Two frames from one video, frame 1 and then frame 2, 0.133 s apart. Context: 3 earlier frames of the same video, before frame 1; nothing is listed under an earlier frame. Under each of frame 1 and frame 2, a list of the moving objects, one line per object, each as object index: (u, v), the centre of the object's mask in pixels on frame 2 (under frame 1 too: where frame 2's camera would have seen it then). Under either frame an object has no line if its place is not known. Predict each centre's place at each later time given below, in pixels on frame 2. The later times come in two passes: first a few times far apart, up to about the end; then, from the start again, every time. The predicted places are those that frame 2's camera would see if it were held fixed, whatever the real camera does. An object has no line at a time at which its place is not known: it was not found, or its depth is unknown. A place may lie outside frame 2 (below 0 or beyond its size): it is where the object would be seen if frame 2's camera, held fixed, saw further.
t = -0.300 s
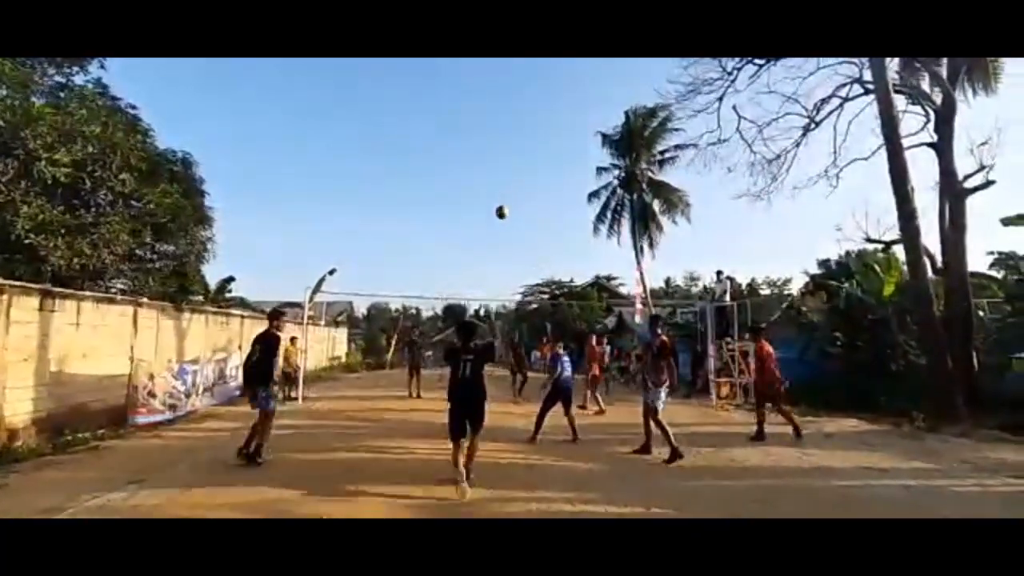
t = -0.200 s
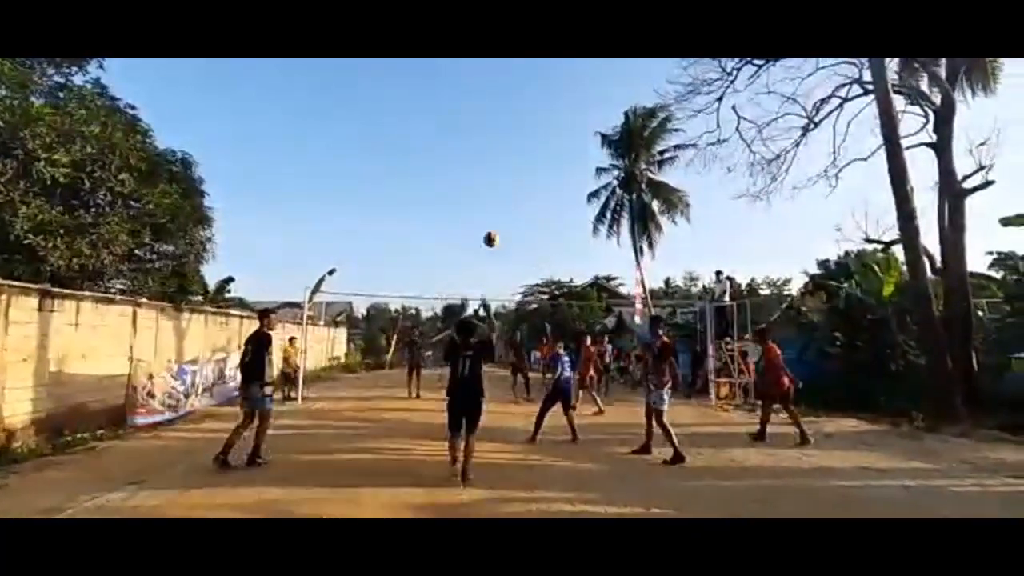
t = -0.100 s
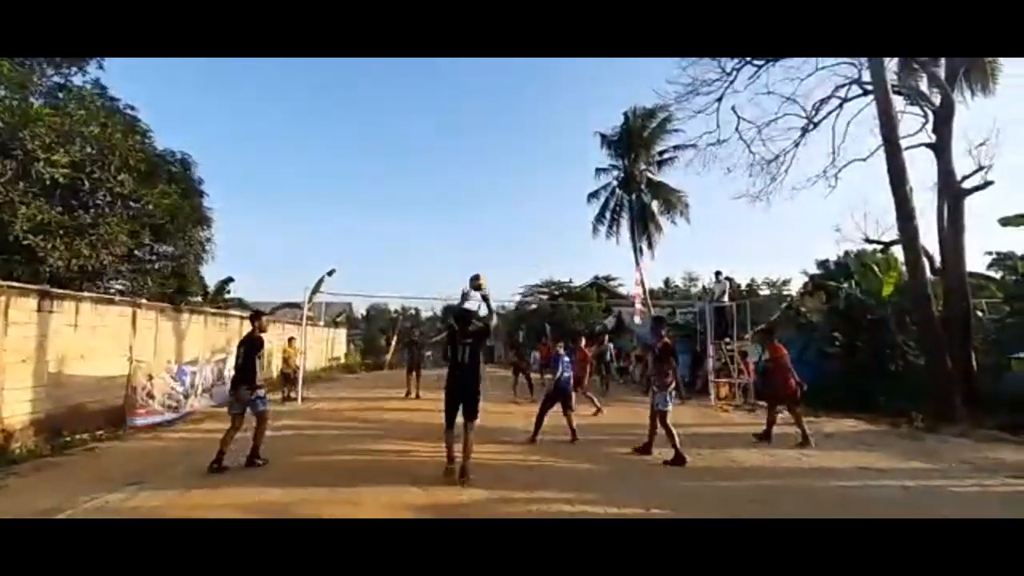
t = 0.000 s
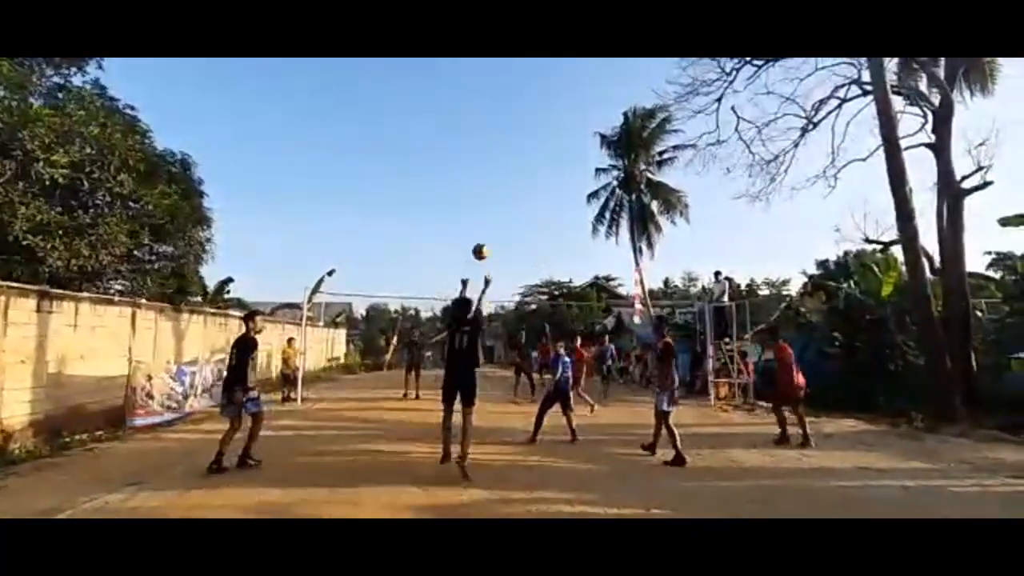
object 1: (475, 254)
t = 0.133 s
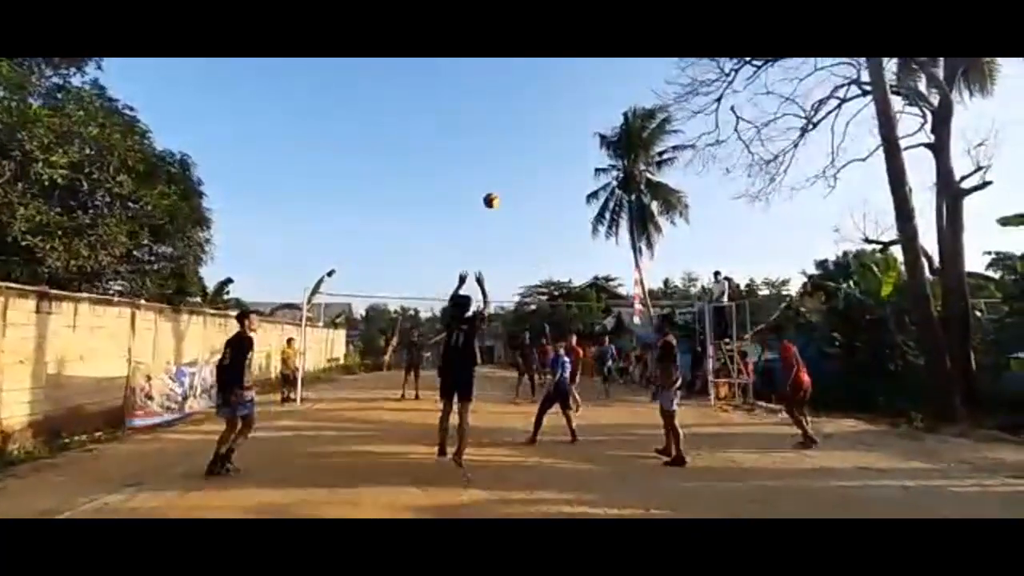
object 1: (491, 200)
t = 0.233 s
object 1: (497, 175)
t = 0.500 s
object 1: (511, 149)
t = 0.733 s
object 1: (519, 161)
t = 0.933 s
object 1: (524, 191)
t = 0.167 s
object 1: (493, 191)
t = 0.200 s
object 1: (496, 183)
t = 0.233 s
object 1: (497, 175)
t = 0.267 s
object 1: (498, 169)
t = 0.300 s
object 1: (500, 164)
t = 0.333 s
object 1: (502, 160)
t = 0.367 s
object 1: (504, 155)
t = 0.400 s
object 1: (506, 153)
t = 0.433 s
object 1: (508, 151)
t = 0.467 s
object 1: (509, 149)
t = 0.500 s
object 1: (511, 149)
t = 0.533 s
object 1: (512, 149)
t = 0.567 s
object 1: (514, 149)
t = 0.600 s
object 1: (515, 150)
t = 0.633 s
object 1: (516, 153)
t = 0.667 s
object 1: (517, 155)
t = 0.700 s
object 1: (518, 158)
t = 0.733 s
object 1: (519, 161)
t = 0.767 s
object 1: (520, 165)
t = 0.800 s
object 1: (520, 169)
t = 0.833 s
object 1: (521, 174)
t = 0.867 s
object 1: (522, 180)
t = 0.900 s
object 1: (523, 185)
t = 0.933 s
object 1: (524, 191)
